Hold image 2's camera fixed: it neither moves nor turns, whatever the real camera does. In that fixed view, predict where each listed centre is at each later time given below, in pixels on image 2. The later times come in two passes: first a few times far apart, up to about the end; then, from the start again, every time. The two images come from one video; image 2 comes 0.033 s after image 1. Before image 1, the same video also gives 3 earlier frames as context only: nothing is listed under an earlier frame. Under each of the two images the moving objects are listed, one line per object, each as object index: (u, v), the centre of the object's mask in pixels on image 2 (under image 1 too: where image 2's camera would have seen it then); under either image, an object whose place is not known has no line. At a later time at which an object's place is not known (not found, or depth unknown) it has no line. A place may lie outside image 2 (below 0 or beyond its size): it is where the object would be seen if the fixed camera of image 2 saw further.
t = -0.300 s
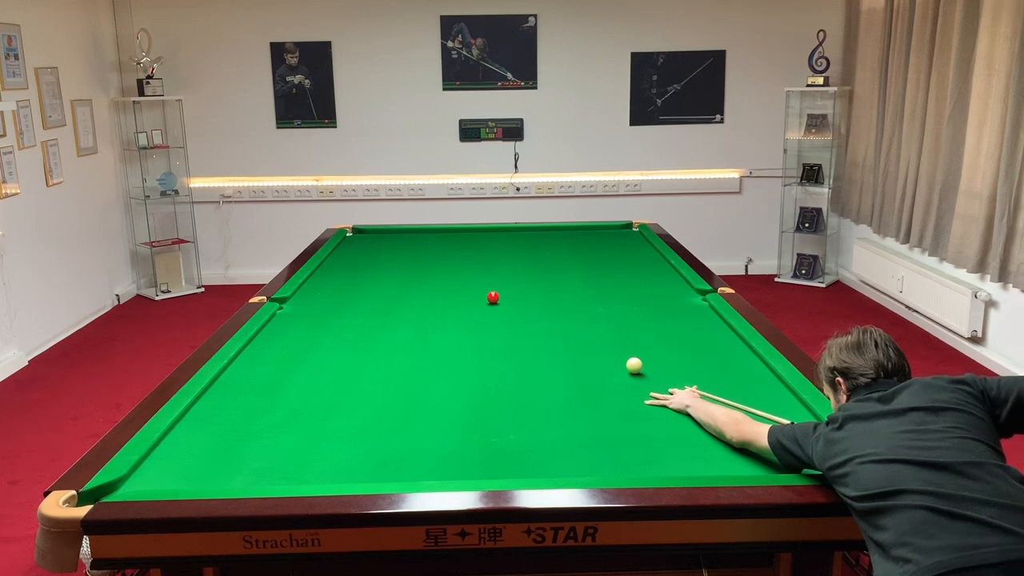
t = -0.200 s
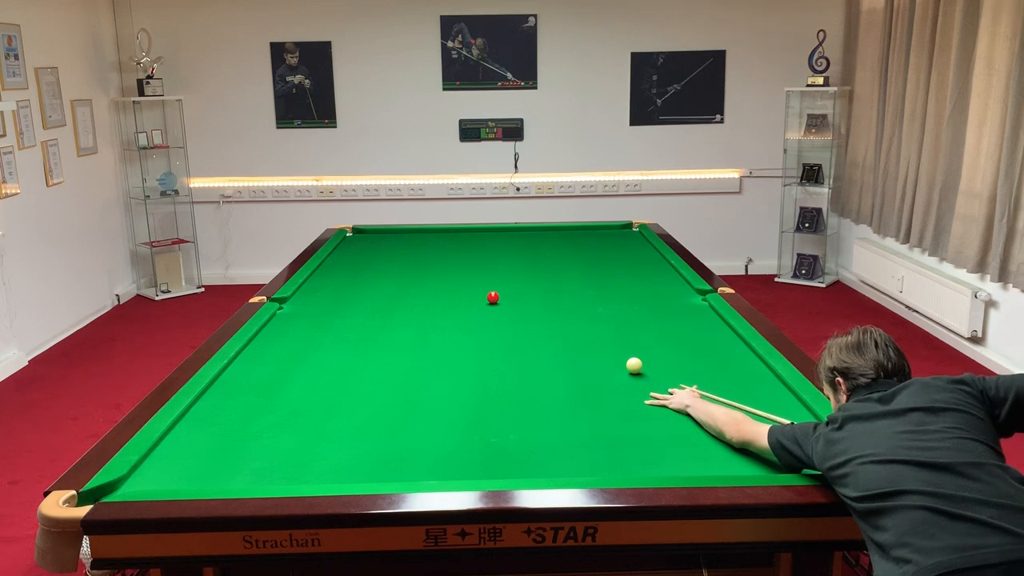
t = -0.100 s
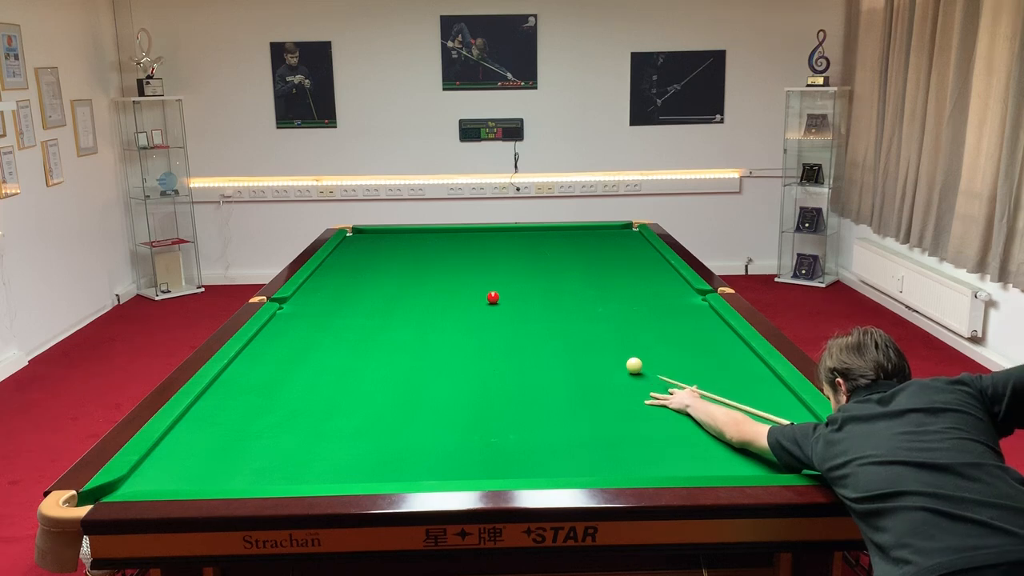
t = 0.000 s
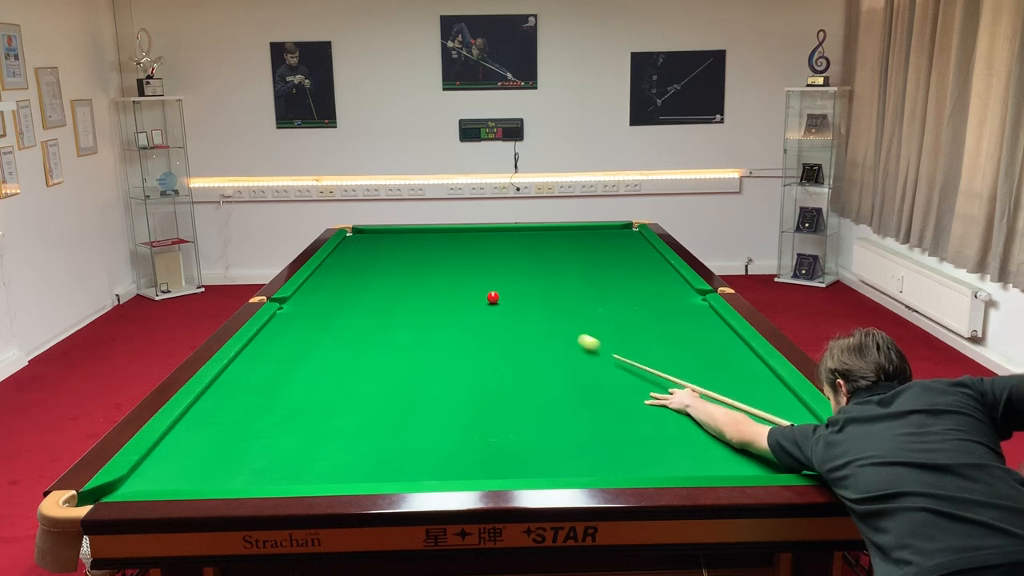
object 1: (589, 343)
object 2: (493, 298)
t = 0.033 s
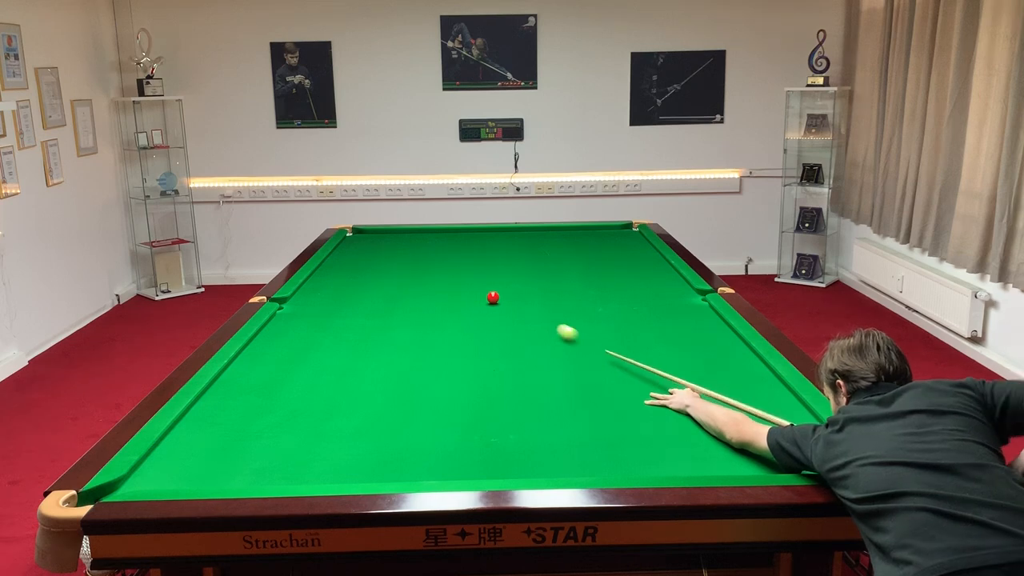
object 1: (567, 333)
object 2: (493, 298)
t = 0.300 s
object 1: (495, 300)
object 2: (445, 274)
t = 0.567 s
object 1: (490, 299)
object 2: (383, 243)
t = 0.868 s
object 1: (486, 298)
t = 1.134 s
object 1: (484, 298)
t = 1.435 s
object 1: (482, 297)
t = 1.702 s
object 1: (481, 297)
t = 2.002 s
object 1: (481, 297)
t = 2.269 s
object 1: (481, 297)
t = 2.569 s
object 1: (481, 297)
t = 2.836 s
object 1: (481, 297)
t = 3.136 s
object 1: (481, 297)
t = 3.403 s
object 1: (481, 297)
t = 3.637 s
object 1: (481, 297)
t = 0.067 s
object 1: (547, 323)
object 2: (492, 298)
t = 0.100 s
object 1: (529, 315)
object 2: (492, 298)
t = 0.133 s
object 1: (512, 307)
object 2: (492, 298)
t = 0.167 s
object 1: (499, 301)
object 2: (489, 296)
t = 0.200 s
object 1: (497, 300)
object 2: (479, 290)
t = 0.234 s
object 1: (496, 300)
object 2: (467, 284)
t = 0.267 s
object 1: (495, 300)
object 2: (456, 279)
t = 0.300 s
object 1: (495, 300)
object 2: (445, 274)
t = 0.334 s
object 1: (494, 300)
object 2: (436, 269)
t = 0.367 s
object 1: (494, 300)
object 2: (427, 265)
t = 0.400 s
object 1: (493, 299)
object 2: (418, 260)
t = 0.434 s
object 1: (492, 299)
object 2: (411, 257)
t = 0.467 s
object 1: (492, 299)
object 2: (403, 253)
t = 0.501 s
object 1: (491, 299)
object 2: (396, 249)
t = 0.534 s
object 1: (490, 299)
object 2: (389, 246)
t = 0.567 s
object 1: (490, 299)
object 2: (383, 243)
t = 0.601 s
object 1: (489, 299)
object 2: (377, 240)
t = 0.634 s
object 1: (489, 299)
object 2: (371, 237)
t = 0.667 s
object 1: (489, 299)
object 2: (366, 235)
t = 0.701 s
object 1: (488, 298)
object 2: (361, 232)
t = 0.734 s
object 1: (488, 298)
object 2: (355, 230)
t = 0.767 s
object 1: (487, 298)
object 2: (350, 230)
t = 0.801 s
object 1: (487, 298)
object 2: (350, 233)
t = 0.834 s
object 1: (486, 298)
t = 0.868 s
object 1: (486, 298)
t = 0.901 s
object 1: (486, 298)
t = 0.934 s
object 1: (485, 298)
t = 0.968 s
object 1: (485, 298)
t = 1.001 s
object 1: (484, 298)
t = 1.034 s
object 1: (484, 298)
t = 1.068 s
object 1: (484, 298)
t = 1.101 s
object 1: (484, 298)
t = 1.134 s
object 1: (484, 298)
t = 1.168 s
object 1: (483, 298)
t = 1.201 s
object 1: (483, 298)
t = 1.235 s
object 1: (483, 297)
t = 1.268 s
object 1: (483, 297)
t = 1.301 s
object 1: (482, 297)
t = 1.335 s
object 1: (482, 297)
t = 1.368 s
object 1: (482, 297)
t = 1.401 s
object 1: (482, 297)
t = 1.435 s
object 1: (482, 297)
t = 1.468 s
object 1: (482, 297)
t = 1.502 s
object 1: (482, 297)
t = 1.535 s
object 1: (481, 297)
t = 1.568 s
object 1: (481, 297)
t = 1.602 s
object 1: (481, 297)
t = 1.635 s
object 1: (481, 297)
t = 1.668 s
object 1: (481, 297)
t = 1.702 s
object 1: (481, 297)
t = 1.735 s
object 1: (481, 297)
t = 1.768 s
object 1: (481, 297)
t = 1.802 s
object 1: (481, 297)
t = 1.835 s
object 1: (481, 297)
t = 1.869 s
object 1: (481, 297)
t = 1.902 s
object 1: (481, 297)
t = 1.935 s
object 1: (481, 297)
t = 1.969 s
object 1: (481, 297)
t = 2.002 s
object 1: (481, 297)
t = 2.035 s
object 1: (481, 297)
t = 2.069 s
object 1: (481, 297)
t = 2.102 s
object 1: (481, 297)
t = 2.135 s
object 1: (481, 297)
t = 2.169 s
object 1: (481, 297)
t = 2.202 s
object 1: (481, 297)
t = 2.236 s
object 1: (481, 297)
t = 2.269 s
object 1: (481, 297)
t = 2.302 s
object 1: (481, 297)
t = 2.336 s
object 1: (481, 297)
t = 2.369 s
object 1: (481, 297)
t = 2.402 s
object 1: (481, 297)
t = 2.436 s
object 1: (481, 297)
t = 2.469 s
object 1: (481, 297)
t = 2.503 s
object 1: (481, 297)
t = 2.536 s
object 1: (481, 297)
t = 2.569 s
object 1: (481, 297)
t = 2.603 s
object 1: (481, 297)
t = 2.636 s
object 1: (481, 297)
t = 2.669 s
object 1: (481, 297)
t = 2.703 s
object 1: (481, 297)
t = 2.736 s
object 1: (481, 297)
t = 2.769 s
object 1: (481, 297)
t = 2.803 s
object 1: (481, 297)
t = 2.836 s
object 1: (481, 297)
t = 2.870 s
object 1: (481, 297)
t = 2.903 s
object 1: (481, 297)
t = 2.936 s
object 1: (481, 297)
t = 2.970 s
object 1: (481, 297)
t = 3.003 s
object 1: (481, 297)
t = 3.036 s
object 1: (481, 297)
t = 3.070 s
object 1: (481, 297)
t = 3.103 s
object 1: (481, 297)
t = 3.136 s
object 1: (481, 297)
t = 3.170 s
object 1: (481, 297)
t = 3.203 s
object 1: (481, 297)
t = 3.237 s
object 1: (481, 297)
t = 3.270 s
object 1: (481, 297)
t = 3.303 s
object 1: (481, 297)
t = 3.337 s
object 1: (481, 297)
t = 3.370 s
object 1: (481, 297)
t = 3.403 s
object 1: (481, 297)
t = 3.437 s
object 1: (481, 297)
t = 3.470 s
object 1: (481, 297)
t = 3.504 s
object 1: (481, 297)
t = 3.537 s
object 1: (481, 297)
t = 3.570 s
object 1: (481, 297)
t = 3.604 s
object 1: (481, 297)
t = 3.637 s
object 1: (481, 297)
